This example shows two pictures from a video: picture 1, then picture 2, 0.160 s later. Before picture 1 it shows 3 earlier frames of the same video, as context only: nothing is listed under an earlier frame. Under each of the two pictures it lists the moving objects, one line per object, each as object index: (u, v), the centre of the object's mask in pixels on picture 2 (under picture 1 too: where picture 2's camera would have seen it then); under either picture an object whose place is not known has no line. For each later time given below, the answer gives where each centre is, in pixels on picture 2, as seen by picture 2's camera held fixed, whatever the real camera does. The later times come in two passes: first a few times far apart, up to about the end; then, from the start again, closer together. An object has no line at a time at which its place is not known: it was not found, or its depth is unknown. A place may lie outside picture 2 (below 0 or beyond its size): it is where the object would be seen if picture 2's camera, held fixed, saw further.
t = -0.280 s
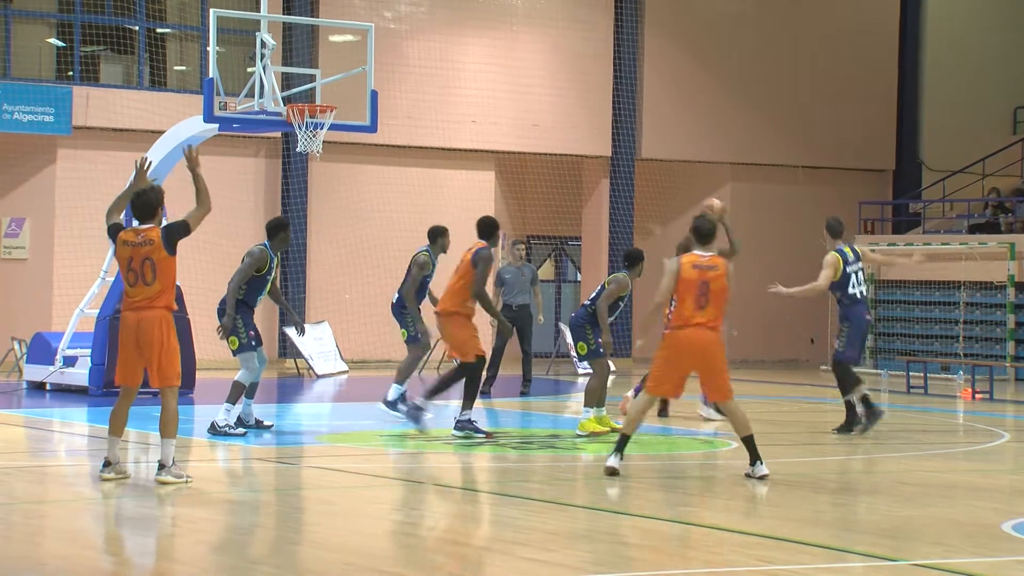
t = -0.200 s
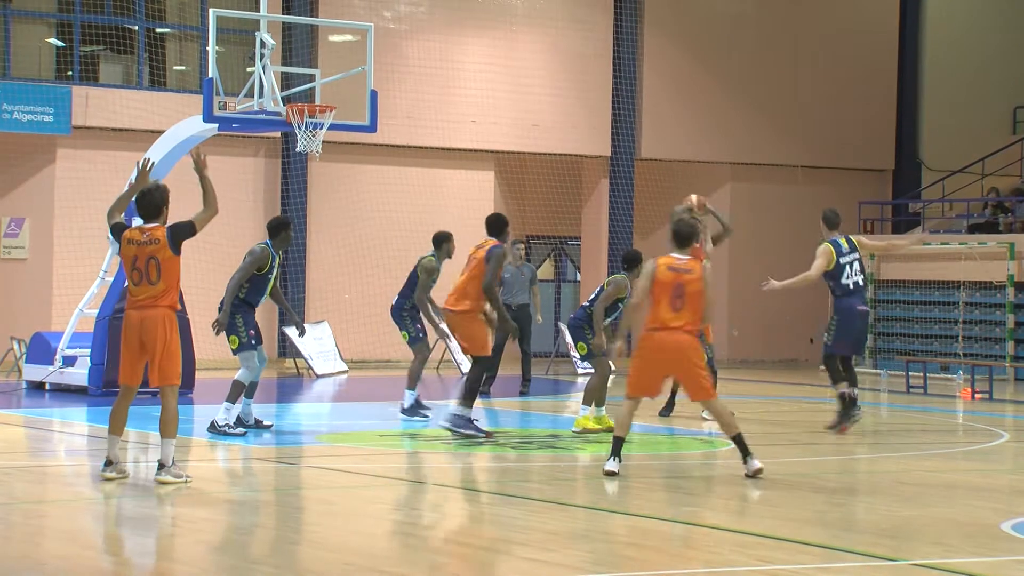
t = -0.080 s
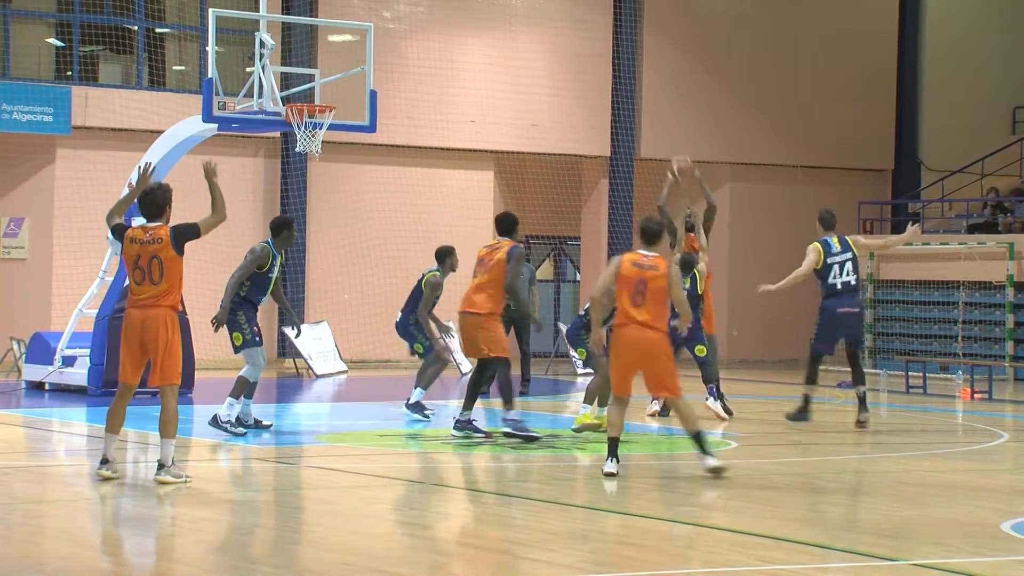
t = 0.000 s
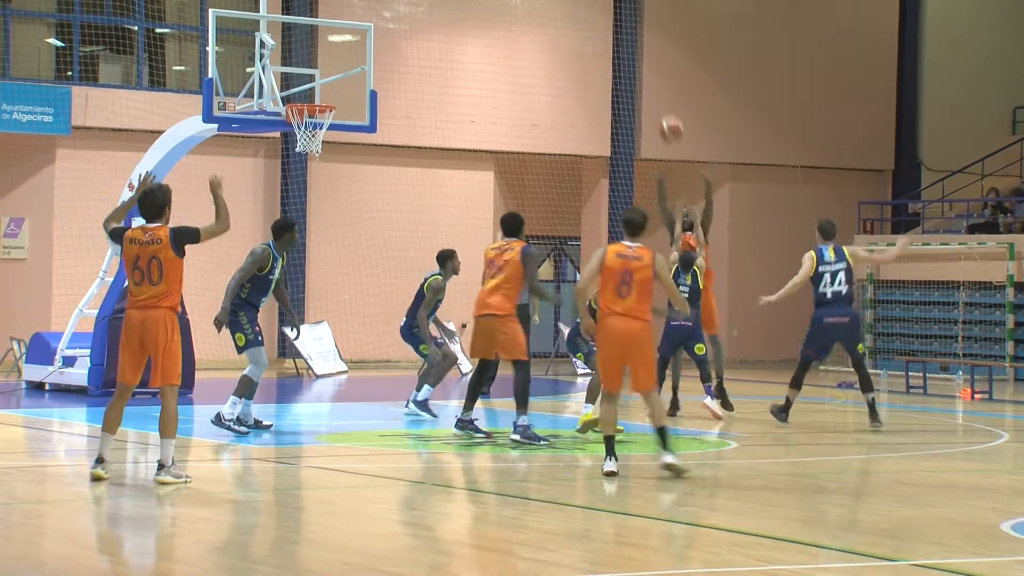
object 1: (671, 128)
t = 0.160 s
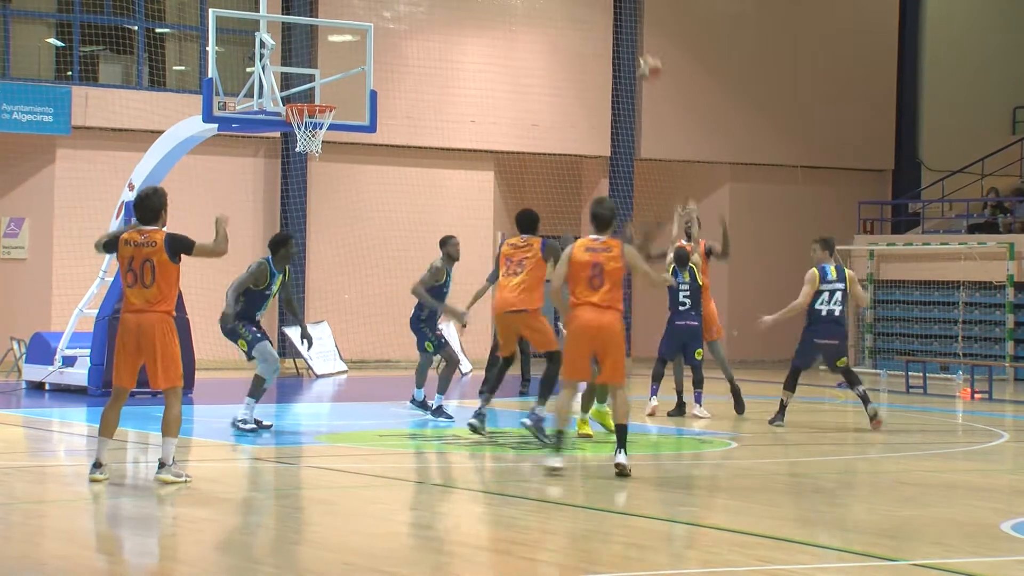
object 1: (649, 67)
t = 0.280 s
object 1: (629, 35)
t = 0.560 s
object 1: (577, 14)
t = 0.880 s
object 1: (502, 109)
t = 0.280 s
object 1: (629, 35)
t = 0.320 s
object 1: (622, 27)
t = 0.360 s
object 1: (615, 21)
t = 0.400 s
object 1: (608, 15)
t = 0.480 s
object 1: (592, 11)
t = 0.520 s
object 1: (585, 12)
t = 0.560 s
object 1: (577, 14)
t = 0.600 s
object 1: (569, 18)
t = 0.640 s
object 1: (560, 24)
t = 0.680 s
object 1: (551, 32)
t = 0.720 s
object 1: (541, 43)
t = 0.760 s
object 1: (532, 55)
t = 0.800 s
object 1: (522, 70)
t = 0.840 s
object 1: (512, 89)
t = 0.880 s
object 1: (502, 109)
